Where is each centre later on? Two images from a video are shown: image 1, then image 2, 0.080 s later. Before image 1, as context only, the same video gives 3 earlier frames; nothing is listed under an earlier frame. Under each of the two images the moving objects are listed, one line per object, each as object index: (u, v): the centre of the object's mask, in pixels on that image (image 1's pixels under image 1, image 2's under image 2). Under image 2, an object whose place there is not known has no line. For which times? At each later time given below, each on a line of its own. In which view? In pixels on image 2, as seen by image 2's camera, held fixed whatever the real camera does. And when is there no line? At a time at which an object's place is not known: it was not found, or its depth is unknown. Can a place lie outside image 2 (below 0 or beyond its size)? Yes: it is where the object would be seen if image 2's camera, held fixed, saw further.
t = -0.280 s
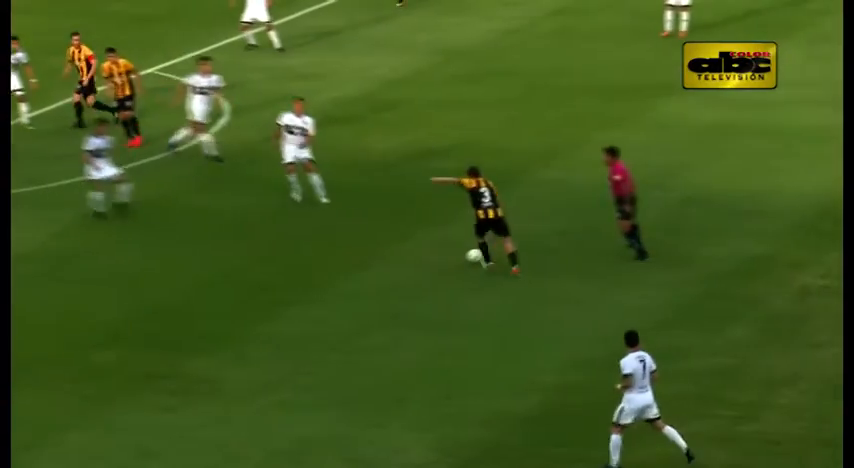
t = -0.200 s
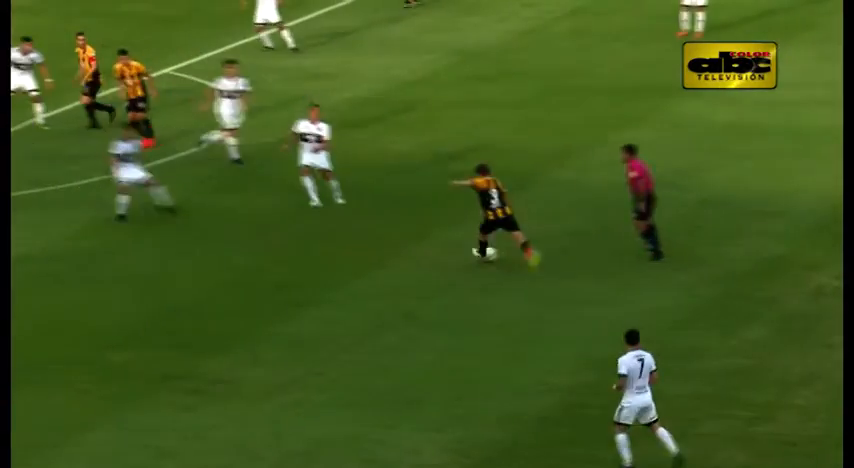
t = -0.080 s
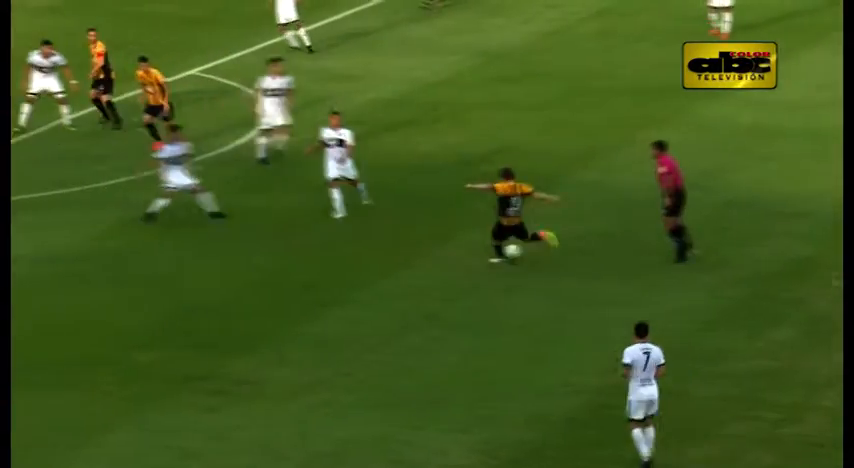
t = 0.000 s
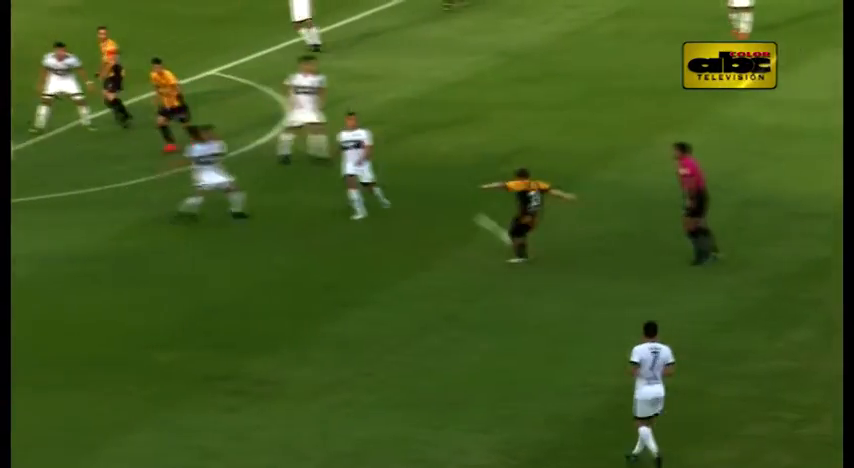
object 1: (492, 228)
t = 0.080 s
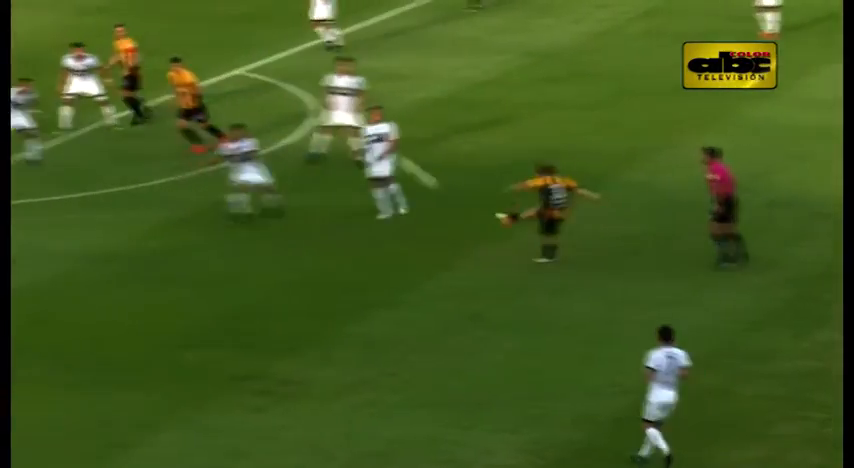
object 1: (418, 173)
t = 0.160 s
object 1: (318, 120)
